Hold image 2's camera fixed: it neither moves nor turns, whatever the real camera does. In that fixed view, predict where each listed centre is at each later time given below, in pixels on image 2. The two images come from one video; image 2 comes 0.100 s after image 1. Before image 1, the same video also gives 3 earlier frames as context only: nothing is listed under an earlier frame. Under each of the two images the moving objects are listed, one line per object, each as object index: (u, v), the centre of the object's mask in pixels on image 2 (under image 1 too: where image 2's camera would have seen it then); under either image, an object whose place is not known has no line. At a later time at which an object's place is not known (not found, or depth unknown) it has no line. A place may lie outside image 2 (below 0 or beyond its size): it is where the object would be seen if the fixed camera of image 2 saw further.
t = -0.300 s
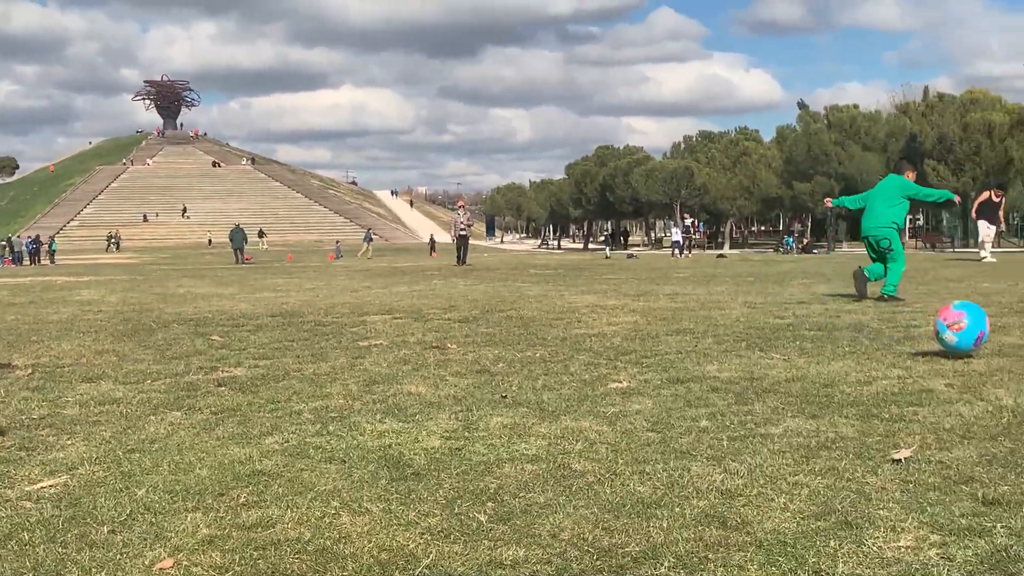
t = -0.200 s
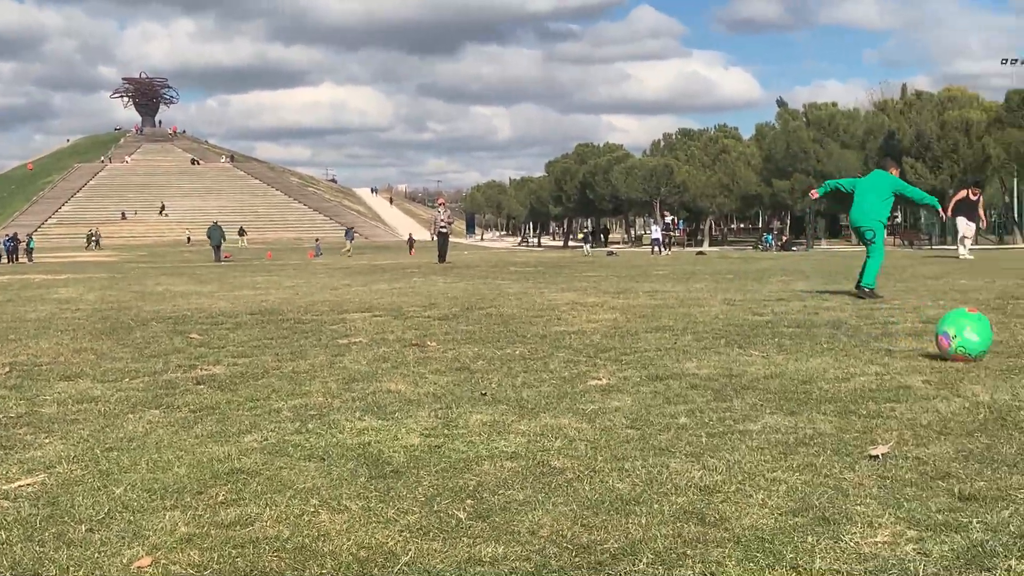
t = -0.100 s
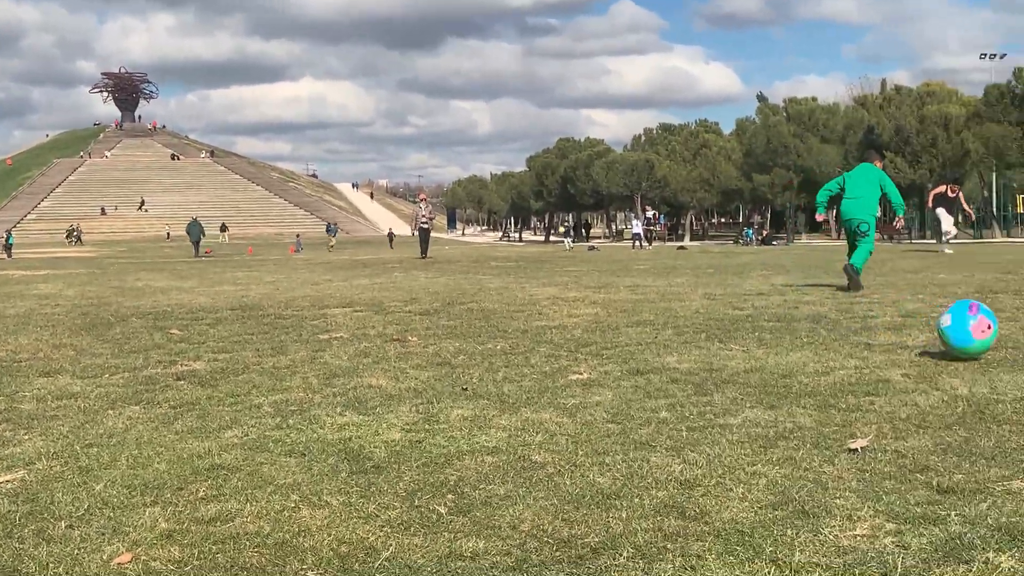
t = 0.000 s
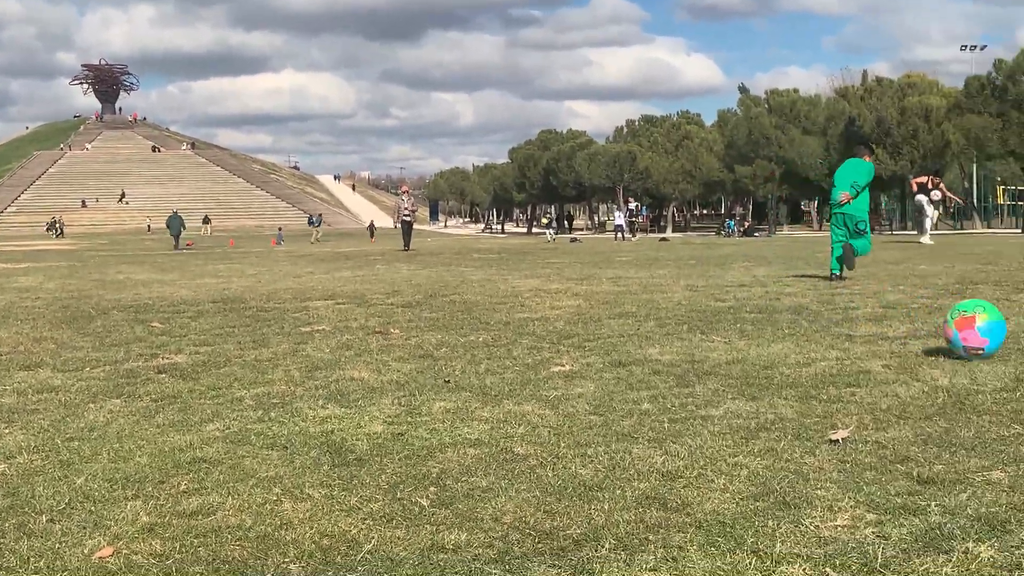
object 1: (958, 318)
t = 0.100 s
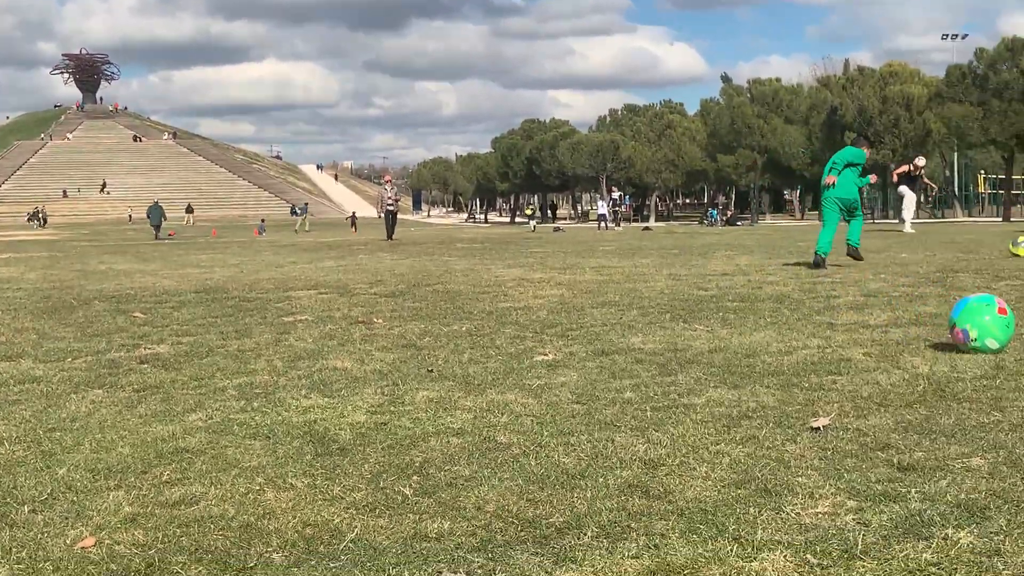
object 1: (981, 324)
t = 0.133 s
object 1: (990, 321)
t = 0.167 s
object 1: (998, 321)
